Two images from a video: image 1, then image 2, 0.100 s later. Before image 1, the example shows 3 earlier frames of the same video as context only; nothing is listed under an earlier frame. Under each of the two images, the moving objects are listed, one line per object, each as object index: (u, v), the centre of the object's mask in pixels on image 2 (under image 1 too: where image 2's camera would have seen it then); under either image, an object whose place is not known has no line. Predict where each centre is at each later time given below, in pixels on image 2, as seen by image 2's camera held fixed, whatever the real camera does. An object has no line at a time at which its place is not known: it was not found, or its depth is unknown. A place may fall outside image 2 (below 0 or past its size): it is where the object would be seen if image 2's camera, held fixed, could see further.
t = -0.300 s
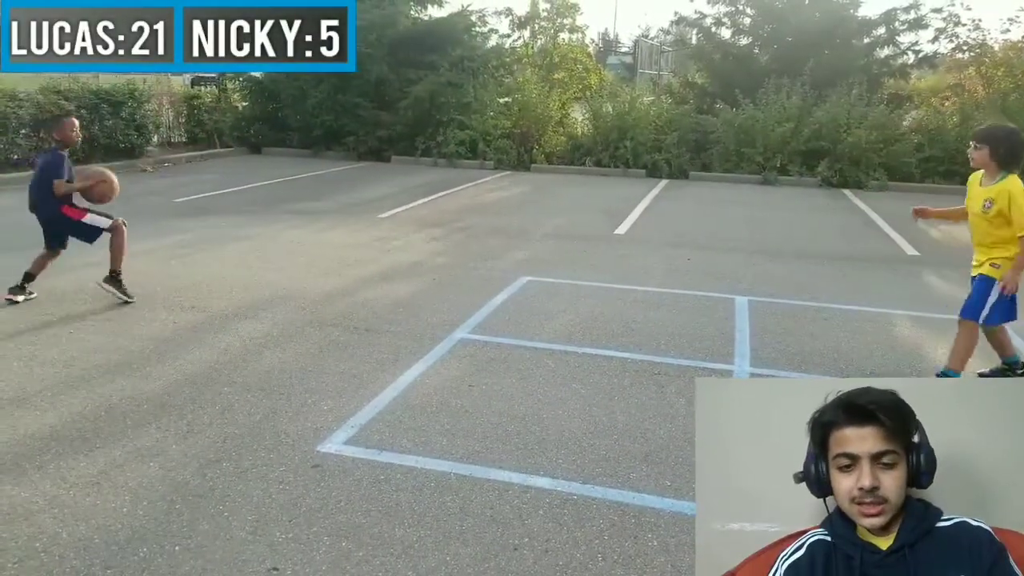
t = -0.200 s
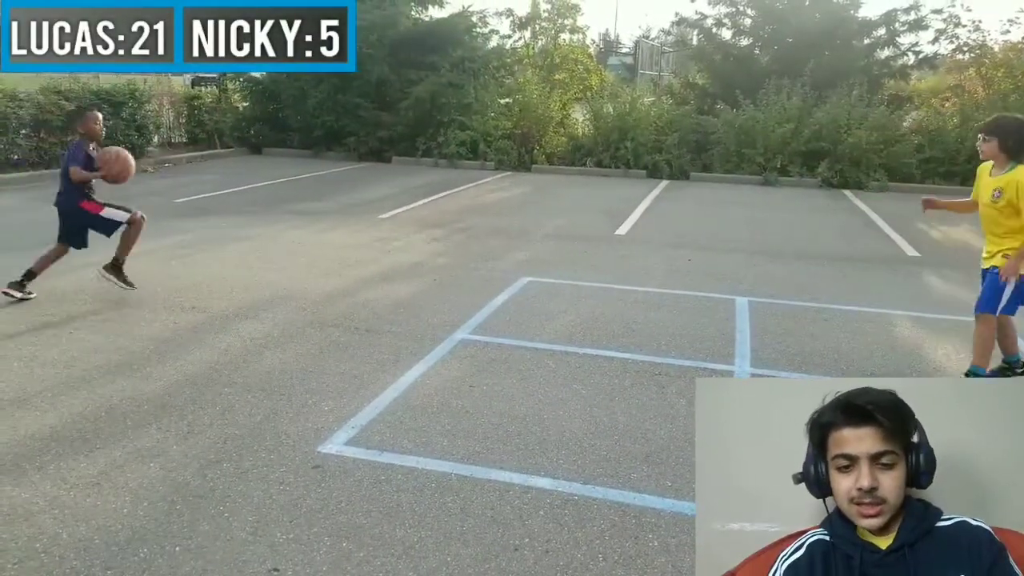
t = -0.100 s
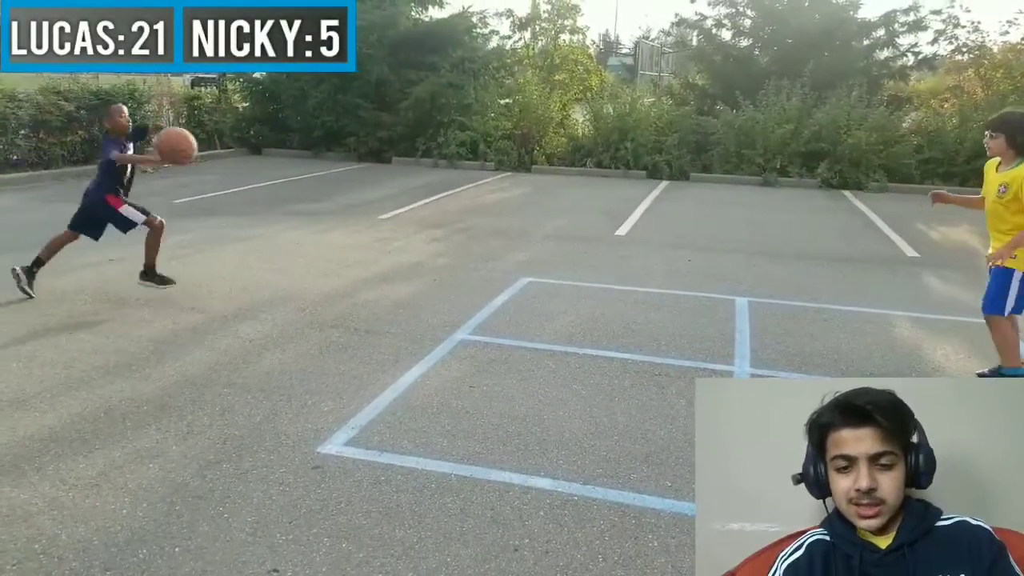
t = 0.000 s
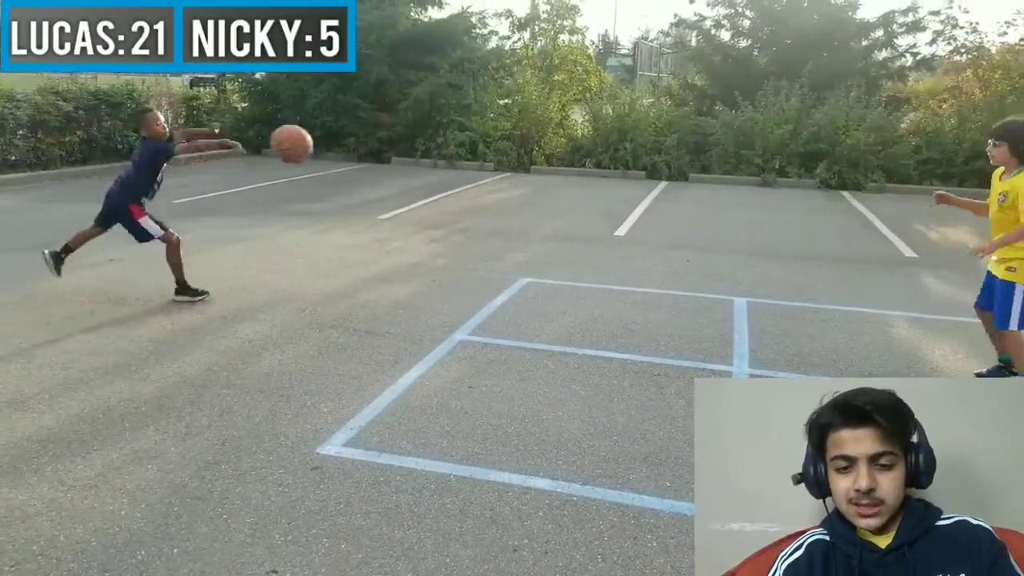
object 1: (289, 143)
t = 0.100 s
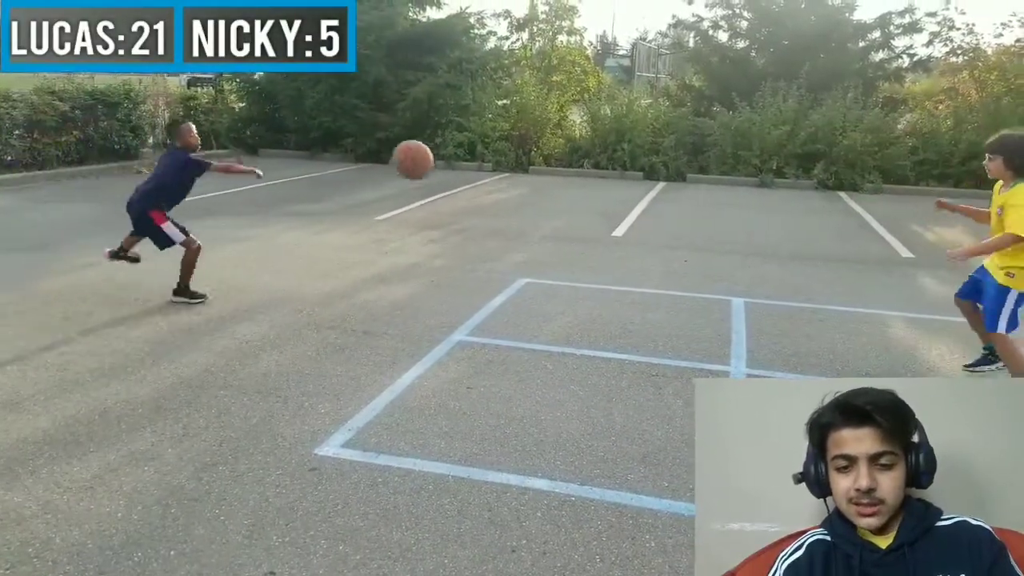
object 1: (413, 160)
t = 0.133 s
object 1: (455, 169)
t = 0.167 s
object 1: (496, 180)
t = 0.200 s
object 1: (540, 193)
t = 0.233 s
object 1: (580, 207)
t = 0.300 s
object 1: (665, 242)
